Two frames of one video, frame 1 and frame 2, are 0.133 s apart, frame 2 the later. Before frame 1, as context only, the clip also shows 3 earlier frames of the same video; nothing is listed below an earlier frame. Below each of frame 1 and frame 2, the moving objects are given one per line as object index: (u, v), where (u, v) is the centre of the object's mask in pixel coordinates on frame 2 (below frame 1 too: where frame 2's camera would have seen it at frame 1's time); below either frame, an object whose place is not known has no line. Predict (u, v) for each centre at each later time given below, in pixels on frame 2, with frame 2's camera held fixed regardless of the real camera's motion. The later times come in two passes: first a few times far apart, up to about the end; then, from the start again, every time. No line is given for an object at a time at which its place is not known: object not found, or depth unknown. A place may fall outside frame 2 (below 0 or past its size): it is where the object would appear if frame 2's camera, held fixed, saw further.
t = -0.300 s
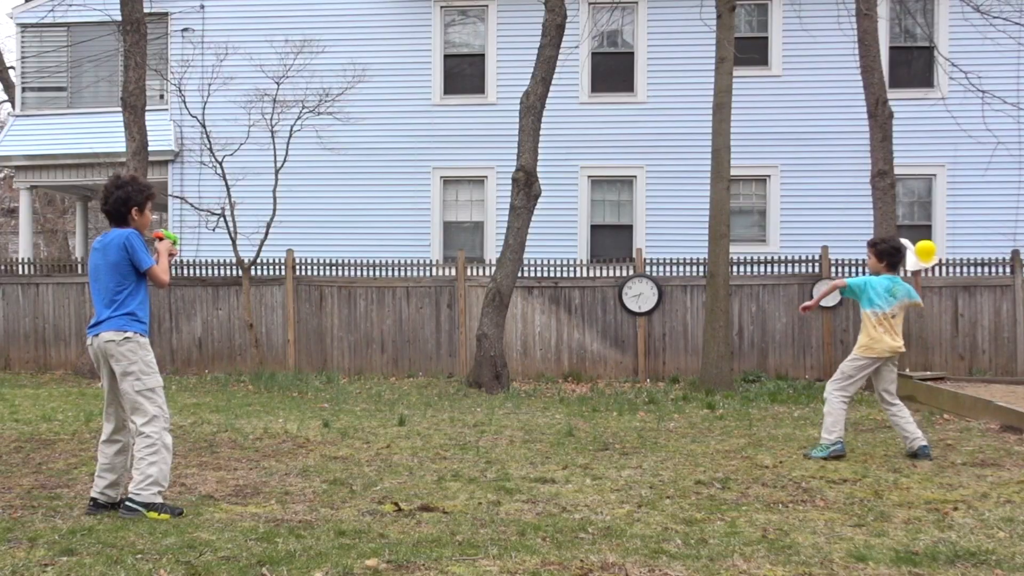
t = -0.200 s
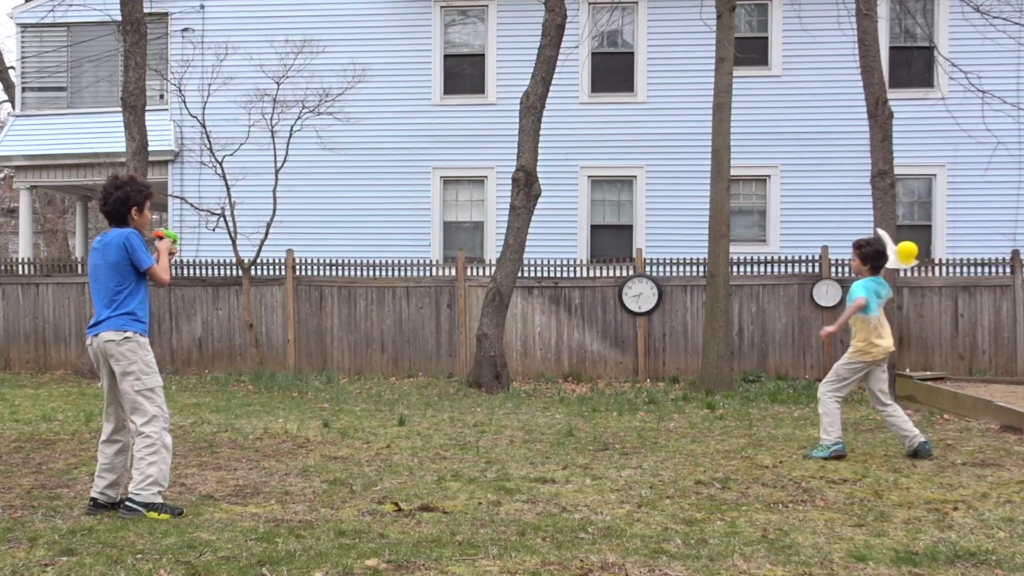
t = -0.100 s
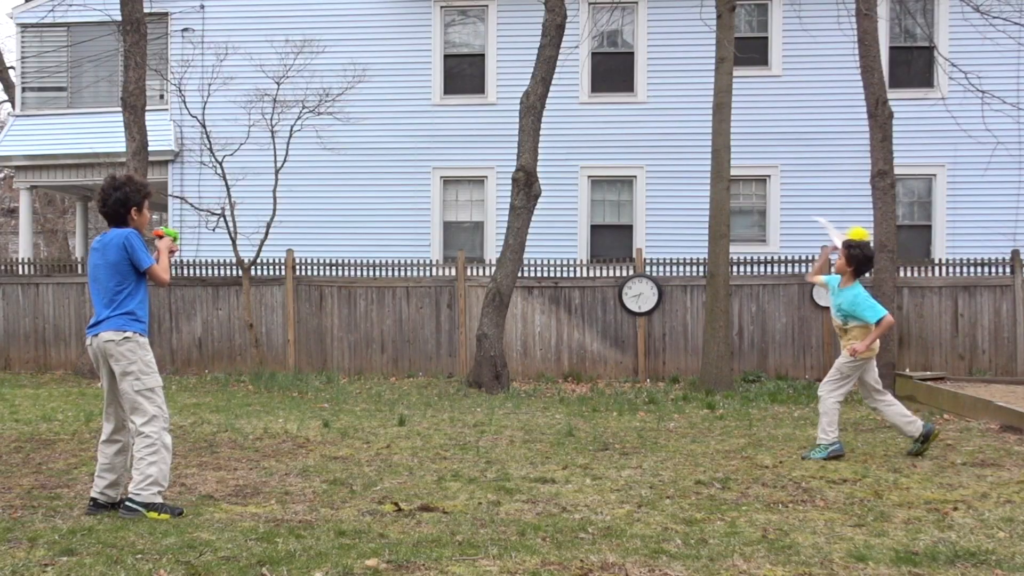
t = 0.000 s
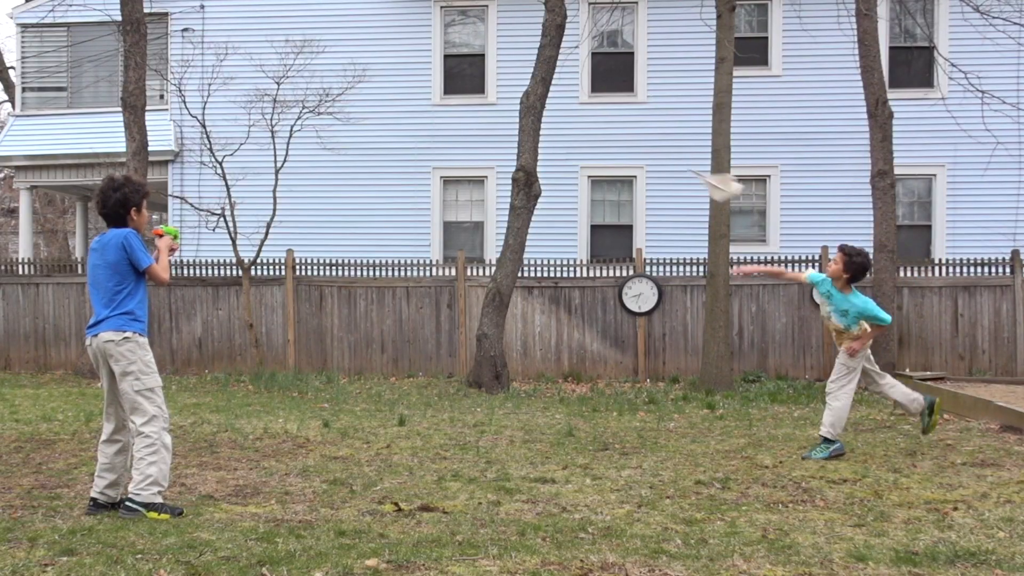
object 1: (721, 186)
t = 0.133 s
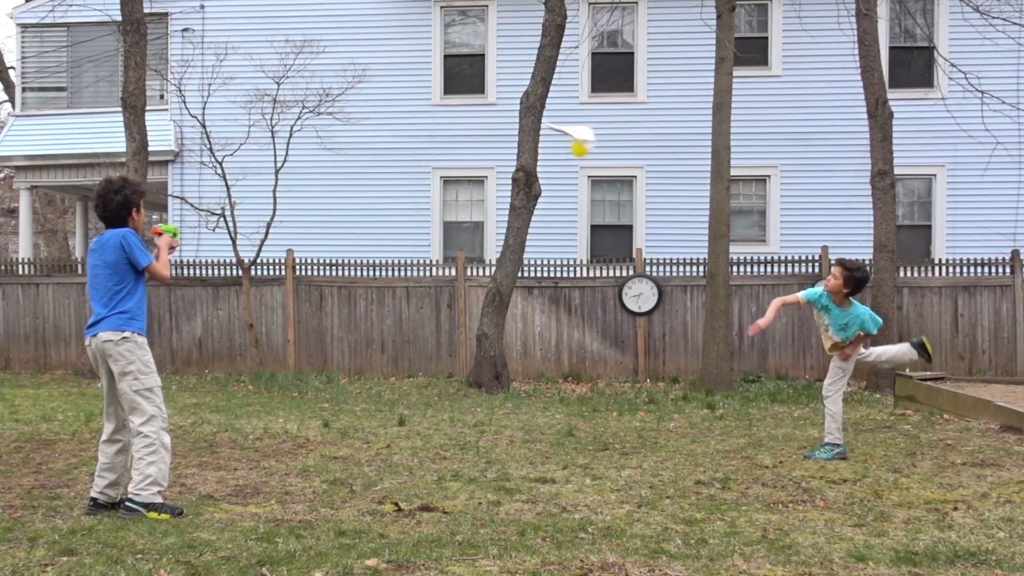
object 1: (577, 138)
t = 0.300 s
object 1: (432, 109)
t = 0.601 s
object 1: (249, 186)
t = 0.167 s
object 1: (545, 131)
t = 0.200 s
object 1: (516, 123)
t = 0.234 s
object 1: (487, 116)
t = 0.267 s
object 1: (460, 111)
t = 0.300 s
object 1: (432, 109)
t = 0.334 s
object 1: (408, 110)
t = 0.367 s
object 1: (384, 114)
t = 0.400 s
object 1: (363, 119)
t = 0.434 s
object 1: (342, 126)
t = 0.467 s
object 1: (323, 135)
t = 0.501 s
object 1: (303, 147)
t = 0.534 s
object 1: (285, 159)
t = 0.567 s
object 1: (268, 172)
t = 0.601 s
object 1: (249, 186)
